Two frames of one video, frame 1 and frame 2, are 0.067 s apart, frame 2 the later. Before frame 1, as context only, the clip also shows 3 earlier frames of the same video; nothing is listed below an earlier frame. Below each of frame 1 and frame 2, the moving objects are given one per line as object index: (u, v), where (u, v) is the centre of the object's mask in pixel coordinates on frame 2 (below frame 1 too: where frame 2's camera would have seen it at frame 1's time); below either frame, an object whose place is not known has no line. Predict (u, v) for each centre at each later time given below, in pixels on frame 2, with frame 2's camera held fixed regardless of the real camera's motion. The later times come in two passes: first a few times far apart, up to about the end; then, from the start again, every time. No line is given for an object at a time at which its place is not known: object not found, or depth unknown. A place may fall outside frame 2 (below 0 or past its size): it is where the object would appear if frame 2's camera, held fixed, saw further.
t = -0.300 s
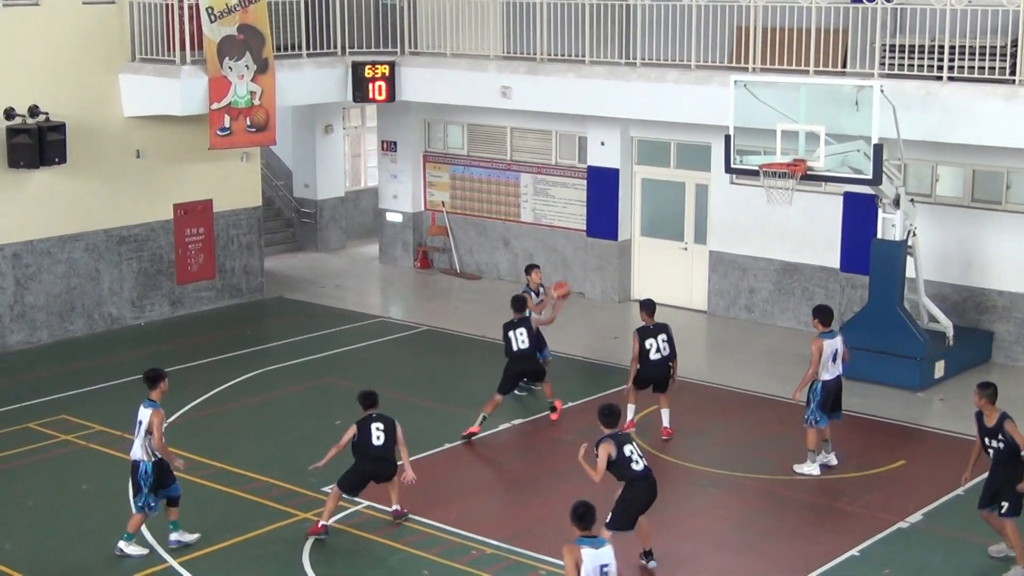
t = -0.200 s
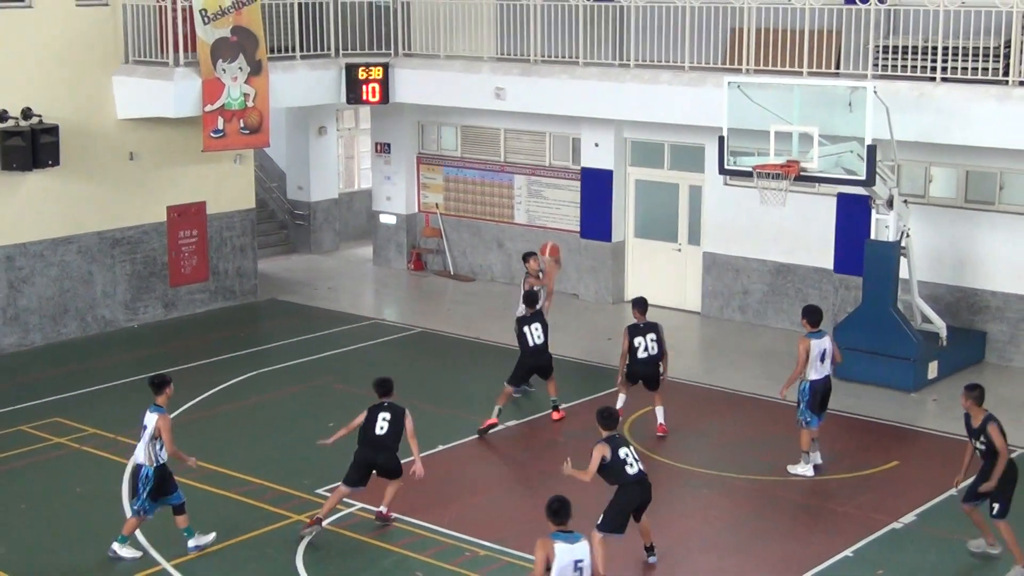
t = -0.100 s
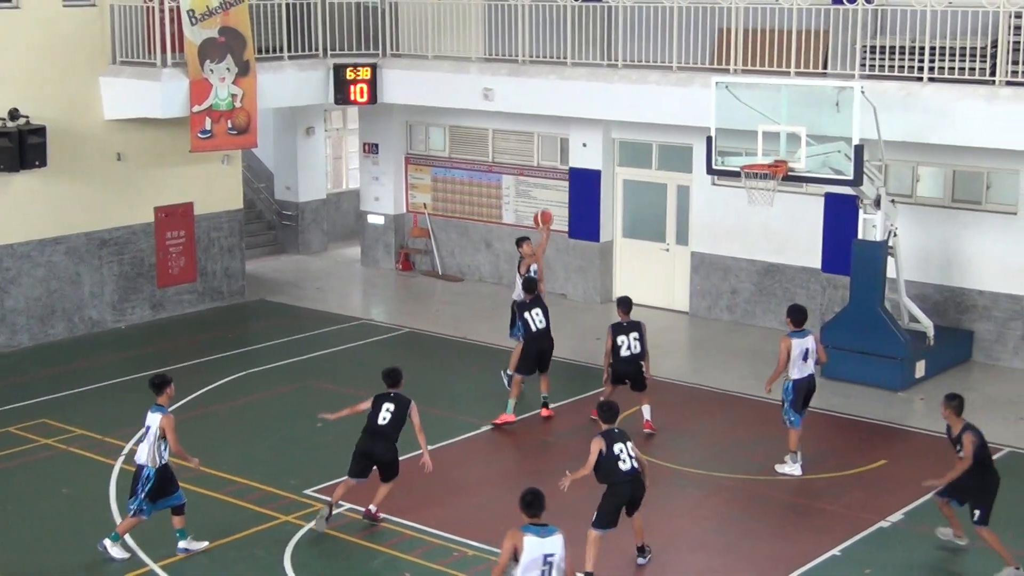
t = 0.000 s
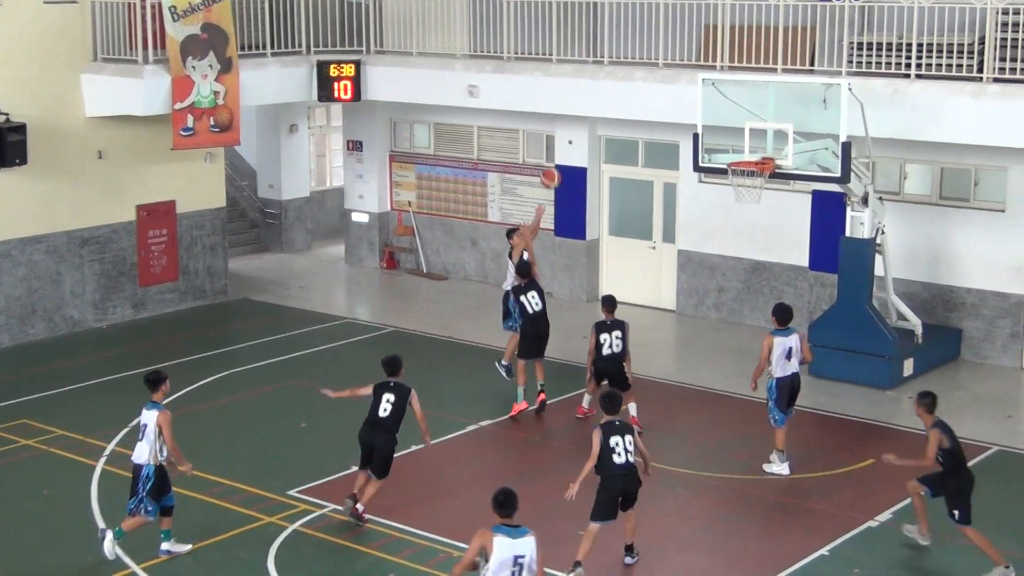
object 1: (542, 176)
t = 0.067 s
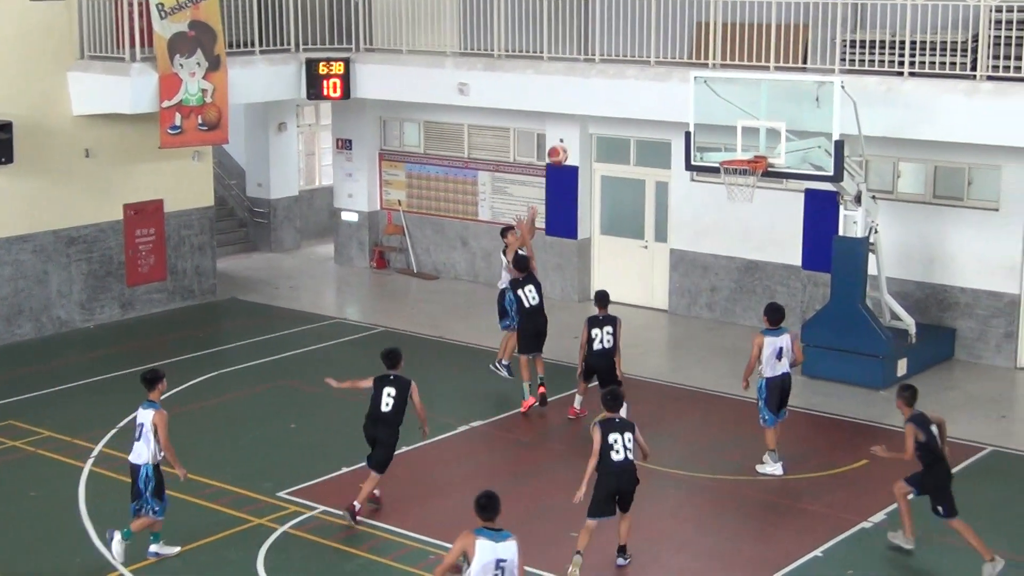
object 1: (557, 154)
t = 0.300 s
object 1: (616, 104)
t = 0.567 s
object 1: (684, 103)
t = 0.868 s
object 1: (744, 171)
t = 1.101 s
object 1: (716, 189)
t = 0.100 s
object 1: (566, 145)
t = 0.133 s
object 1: (573, 136)
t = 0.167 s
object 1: (582, 128)
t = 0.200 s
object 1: (590, 121)
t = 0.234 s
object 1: (598, 114)
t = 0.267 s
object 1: (607, 109)
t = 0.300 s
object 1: (616, 104)
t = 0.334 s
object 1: (624, 101)
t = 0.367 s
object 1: (632, 98)
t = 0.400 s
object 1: (641, 96)
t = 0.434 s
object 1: (649, 96)
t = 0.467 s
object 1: (658, 96)
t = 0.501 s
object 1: (666, 97)
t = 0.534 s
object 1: (675, 99)
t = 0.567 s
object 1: (684, 103)
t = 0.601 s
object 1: (691, 107)
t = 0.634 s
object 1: (700, 113)
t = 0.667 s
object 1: (708, 119)
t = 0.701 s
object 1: (717, 126)
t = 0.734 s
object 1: (725, 134)
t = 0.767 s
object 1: (734, 144)
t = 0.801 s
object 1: (743, 154)
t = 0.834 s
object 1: (749, 161)
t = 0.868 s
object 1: (744, 171)
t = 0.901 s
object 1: (738, 177)
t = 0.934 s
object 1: (731, 184)
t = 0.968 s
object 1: (727, 184)
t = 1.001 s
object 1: (724, 185)
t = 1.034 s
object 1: (721, 186)
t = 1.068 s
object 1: (719, 187)
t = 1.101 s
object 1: (716, 189)
